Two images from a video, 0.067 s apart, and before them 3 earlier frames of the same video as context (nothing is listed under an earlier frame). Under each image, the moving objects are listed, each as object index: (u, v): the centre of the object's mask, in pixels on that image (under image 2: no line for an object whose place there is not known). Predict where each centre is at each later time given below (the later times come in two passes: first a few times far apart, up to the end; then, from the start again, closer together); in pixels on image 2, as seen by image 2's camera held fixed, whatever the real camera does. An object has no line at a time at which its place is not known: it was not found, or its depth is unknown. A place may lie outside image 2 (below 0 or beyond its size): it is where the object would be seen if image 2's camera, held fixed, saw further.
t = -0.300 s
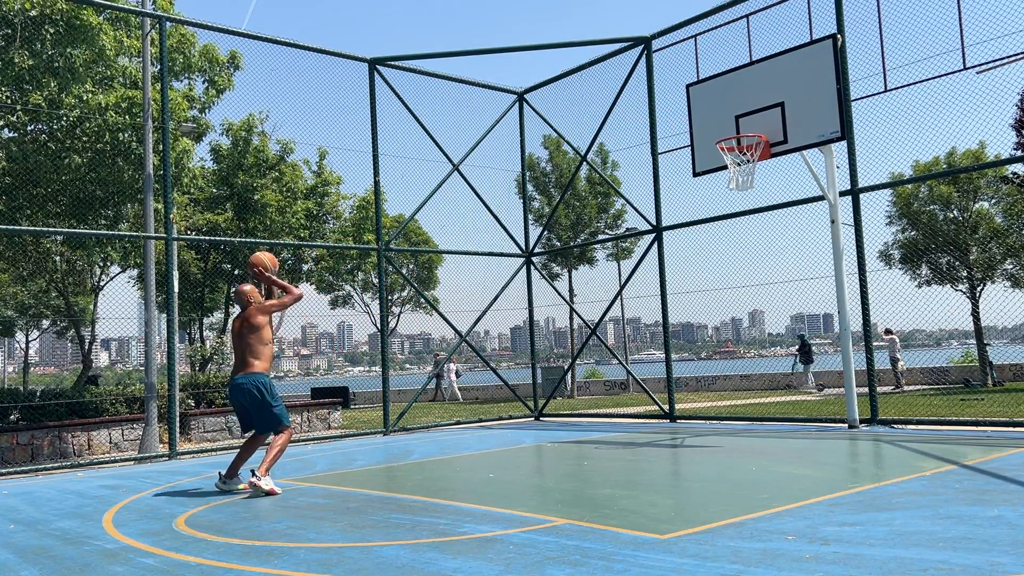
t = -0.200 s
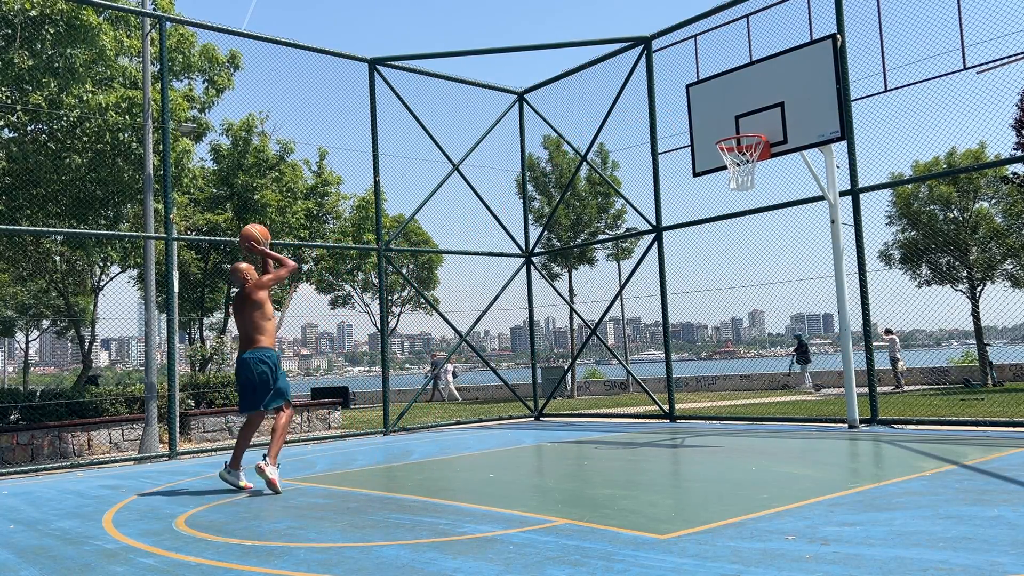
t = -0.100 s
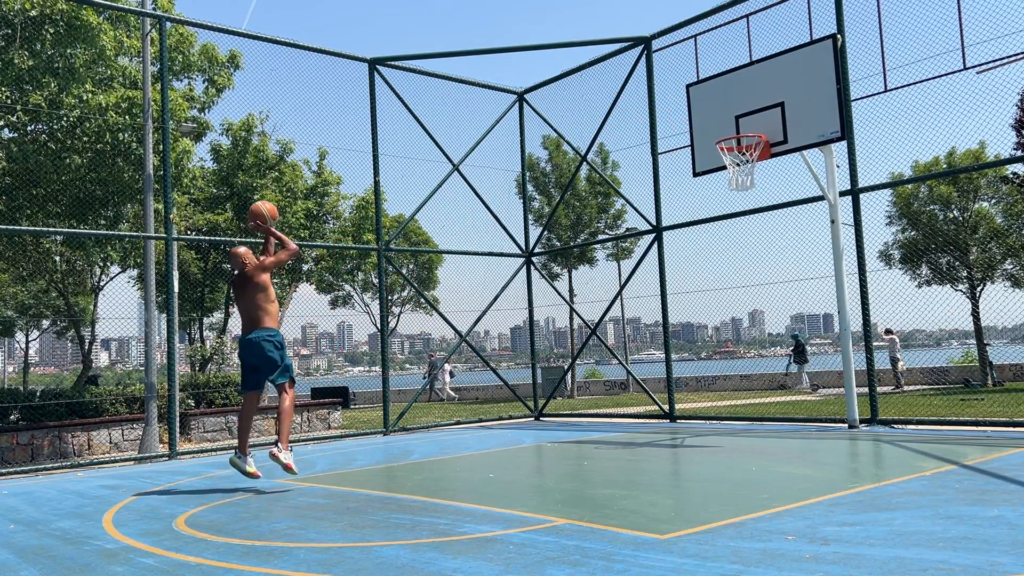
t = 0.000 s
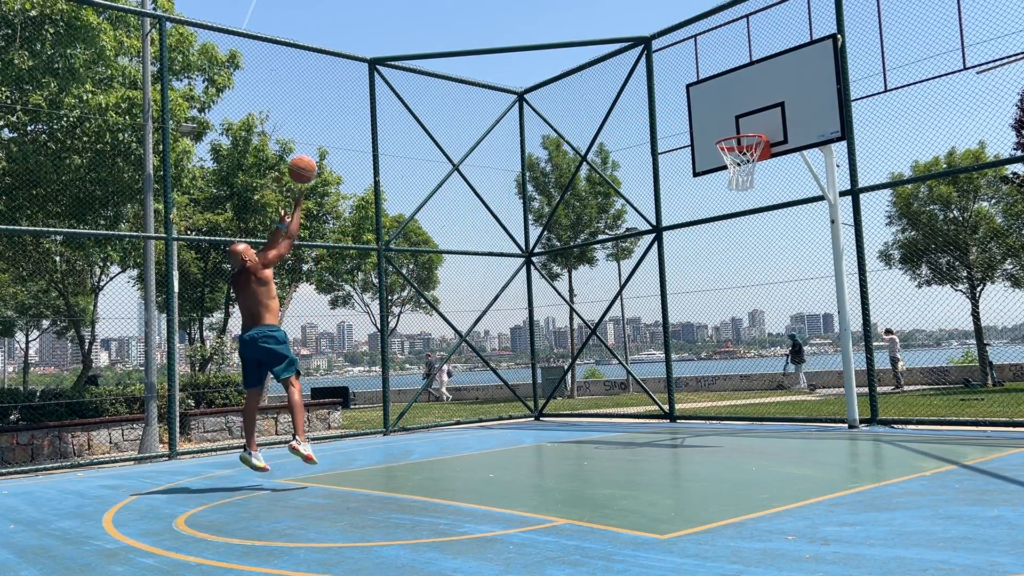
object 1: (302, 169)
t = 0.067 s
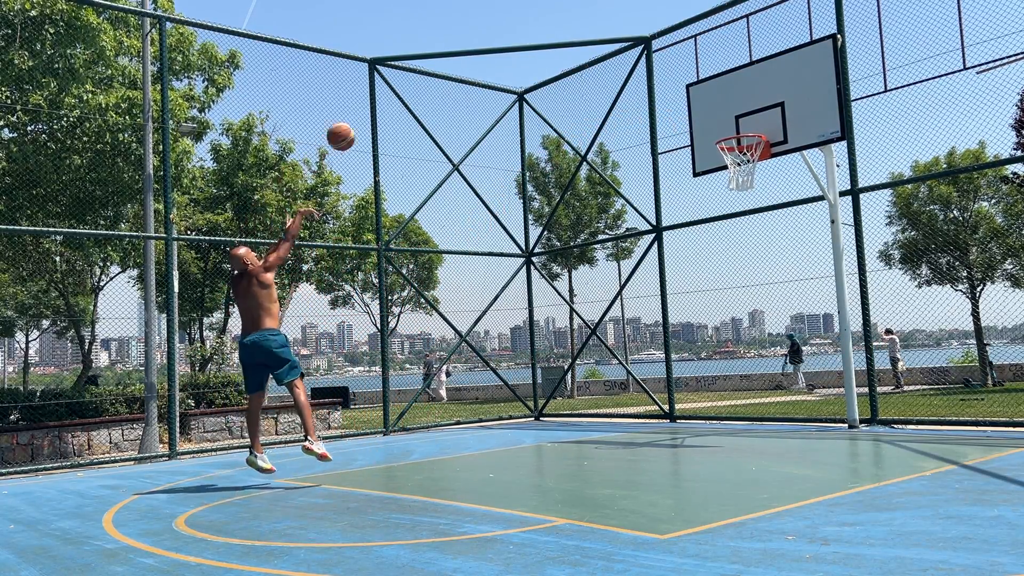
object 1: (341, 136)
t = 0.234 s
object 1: (431, 80)
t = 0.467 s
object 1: (549, 54)
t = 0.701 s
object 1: (659, 81)
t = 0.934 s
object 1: (757, 157)
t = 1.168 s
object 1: (755, 222)
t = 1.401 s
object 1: (756, 336)
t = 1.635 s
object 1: (742, 380)
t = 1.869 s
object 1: (699, 287)
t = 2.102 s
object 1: (662, 245)
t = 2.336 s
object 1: (626, 254)
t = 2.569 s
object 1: (595, 313)
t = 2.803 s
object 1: (567, 421)
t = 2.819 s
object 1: (565, 431)
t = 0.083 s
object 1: (350, 129)
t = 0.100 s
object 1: (360, 122)
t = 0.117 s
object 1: (369, 116)
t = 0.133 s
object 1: (378, 109)
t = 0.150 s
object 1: (388, 103)
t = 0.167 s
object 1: (396, 98)
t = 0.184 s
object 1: (405, 93)
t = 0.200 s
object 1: (414, 88)
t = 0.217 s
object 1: (422, 84)
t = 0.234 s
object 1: (431, 80)
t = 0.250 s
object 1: (440, 76)
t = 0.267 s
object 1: (449, 73)
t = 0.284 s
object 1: (458, 69)
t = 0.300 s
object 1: (466, 66)
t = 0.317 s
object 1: (475, 64)
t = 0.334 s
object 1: (483, 62)
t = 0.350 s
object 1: (492, 60)
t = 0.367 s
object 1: (500, 58)
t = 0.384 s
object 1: (508, 56)
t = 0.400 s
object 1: (517, 55)
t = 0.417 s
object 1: (525, 54)
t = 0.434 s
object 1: (533, 54)
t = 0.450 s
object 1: (541, 53)
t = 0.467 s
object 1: (549, 54)
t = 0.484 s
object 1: (557, 54)
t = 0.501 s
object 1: (565, 54)
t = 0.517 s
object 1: (573, 55)
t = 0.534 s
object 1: (581, 56)
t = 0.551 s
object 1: (589, 58)
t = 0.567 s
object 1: (597, 60)
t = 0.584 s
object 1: (605, 61)
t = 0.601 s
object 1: (612, 63)
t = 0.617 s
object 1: (620, 66)
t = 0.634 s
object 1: (628, 68)
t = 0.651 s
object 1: (636, 71)
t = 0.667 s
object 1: (644, 74)
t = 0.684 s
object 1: (651, 78)
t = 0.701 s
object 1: (659, 81)
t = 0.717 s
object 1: (666, 85)
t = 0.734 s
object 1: (674, 89)
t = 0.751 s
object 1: (682, 94)
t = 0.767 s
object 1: (689, 98)
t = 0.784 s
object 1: (697, 103)
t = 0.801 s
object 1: (704, 108)
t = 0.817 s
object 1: (711, 114)
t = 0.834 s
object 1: (719, 119)
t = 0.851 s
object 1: (726, 125)
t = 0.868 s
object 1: (733, 129)
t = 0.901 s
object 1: (752, 137)
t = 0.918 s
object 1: (755, 145)
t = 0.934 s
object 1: (757, 157)
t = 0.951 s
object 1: (761, 156)
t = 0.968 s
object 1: (757, 170)
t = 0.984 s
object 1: (754, 171)
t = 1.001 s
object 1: (757, 172)
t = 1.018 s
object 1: (757, 175)
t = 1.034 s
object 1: (757, 179)
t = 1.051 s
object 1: (756, 184)
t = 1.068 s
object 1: (756, 189)
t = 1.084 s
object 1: (756, 194)
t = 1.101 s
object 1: (756, 199)
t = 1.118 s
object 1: (756, 204)
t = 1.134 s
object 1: (756, 210)
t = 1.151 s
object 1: (755, 216)
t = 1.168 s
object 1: (755, 222)
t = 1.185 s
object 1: (755, 229)
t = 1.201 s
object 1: (755, 236)
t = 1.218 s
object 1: (755, 243)
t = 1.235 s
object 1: (755, 250)
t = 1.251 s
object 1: (755, 258)
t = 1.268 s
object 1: (755, 265)
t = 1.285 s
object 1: (755, 273)
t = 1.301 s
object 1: (755, 282)
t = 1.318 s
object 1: (756, 290)
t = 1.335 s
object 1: (756, 299)
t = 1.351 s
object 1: (756, 308)
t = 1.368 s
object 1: (756, 317)
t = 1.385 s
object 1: (756, 327)
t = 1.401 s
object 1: (756, 336)
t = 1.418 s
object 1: (757, 346)
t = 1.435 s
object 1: (757, 356)
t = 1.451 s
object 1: (757, 366)
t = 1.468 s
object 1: (759, 378)
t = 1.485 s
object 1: (759, 388)
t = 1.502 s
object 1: (759, 399)
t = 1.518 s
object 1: (759, 411)
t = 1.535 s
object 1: (760, 423)
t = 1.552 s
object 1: (759, 427)
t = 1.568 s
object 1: (756, 418)
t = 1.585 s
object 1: (752, 408)
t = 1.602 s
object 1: (749, 398)
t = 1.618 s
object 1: (746, 389)
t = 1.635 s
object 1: (742, 380)
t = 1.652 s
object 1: (740, 373)
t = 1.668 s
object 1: (736, 364)
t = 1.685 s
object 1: (733, 356)
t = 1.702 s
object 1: (730, 348)
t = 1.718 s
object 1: (727, 341)
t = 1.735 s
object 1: (723, 334)
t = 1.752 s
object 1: (720, 327)
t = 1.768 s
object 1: (717, 321)
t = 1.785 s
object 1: (714, 314)
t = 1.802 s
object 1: (711, 308)
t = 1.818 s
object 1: (709, 302)
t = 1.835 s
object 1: (705, 297)
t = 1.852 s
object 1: (702, 292)
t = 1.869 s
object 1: (699, 287)
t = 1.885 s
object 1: (697, 282)
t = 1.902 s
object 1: (694, 278)
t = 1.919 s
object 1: (691, 274)
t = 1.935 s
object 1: (688, 270)
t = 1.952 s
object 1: (685, 266)
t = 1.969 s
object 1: (682, 263)
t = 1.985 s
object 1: (680, 260)
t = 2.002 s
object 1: (677, 257)
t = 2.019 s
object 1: (675, 254)
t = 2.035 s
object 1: (672, 252)
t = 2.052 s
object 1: (669, 250)
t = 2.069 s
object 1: (666, 249)
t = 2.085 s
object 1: (664, 247)
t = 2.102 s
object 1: (662, 245)
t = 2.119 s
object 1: (659, 244)
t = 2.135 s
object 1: (656, 244)
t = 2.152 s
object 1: (654, 243)
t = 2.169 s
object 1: (651, 243)
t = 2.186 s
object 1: (648, 243)
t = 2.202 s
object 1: (646, 243)
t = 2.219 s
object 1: (643, 244)
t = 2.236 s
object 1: (641, 244)
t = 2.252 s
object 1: (639, 245)
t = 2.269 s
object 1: (636, 247)
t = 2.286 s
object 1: (634, 248)
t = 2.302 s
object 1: (632, 250)
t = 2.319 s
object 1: (629, 252)
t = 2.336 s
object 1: (626, 254)
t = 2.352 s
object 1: (624, 256)
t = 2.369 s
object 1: (622, 259)
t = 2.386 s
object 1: (619, 262)
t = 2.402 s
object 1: (617, 266)
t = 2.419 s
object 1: (615, 269)
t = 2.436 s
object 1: (612, 273)
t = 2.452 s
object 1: (610, 277)
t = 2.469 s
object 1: (608, 282)
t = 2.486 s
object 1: (606, 286)
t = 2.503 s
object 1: (603, 291)
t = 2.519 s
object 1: (602, 296)
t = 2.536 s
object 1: (599, 301)
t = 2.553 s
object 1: (597, 307)
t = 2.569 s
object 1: (595, 313)
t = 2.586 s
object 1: (593, 318)
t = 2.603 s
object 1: (591, 326)
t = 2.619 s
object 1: (589, 331)
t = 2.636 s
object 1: (587, 339)
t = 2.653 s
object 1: (584, 346)
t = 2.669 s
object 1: (583, 353)
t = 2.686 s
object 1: (581, 360)
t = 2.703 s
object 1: (578, 368)
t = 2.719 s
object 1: (577, 377)
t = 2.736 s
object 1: (575, 385)
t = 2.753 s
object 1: (573, 393)
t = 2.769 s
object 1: (571, 403)
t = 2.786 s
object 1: (569, 411)
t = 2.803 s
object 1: (567, 421)
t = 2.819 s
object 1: (565, 431)
